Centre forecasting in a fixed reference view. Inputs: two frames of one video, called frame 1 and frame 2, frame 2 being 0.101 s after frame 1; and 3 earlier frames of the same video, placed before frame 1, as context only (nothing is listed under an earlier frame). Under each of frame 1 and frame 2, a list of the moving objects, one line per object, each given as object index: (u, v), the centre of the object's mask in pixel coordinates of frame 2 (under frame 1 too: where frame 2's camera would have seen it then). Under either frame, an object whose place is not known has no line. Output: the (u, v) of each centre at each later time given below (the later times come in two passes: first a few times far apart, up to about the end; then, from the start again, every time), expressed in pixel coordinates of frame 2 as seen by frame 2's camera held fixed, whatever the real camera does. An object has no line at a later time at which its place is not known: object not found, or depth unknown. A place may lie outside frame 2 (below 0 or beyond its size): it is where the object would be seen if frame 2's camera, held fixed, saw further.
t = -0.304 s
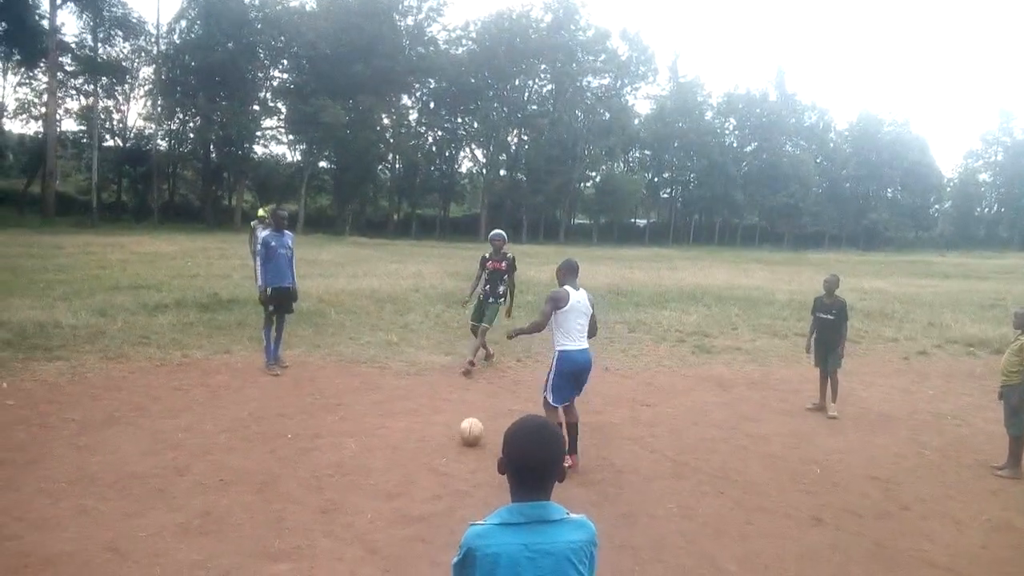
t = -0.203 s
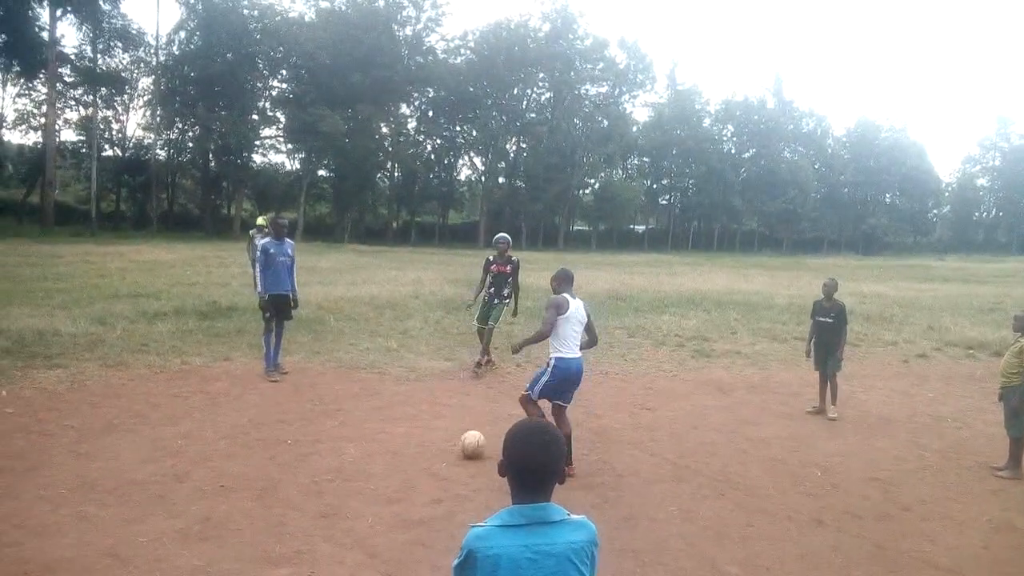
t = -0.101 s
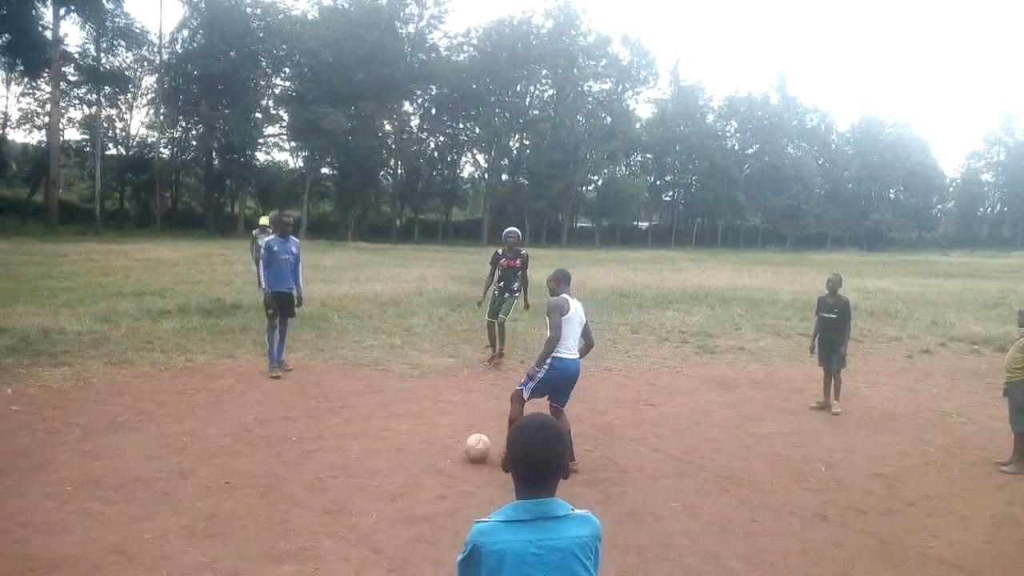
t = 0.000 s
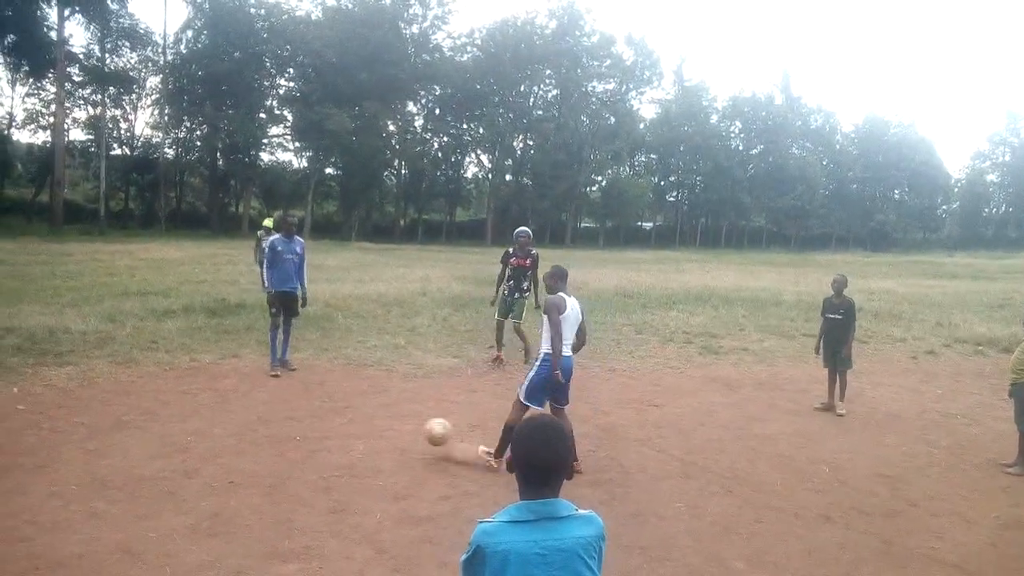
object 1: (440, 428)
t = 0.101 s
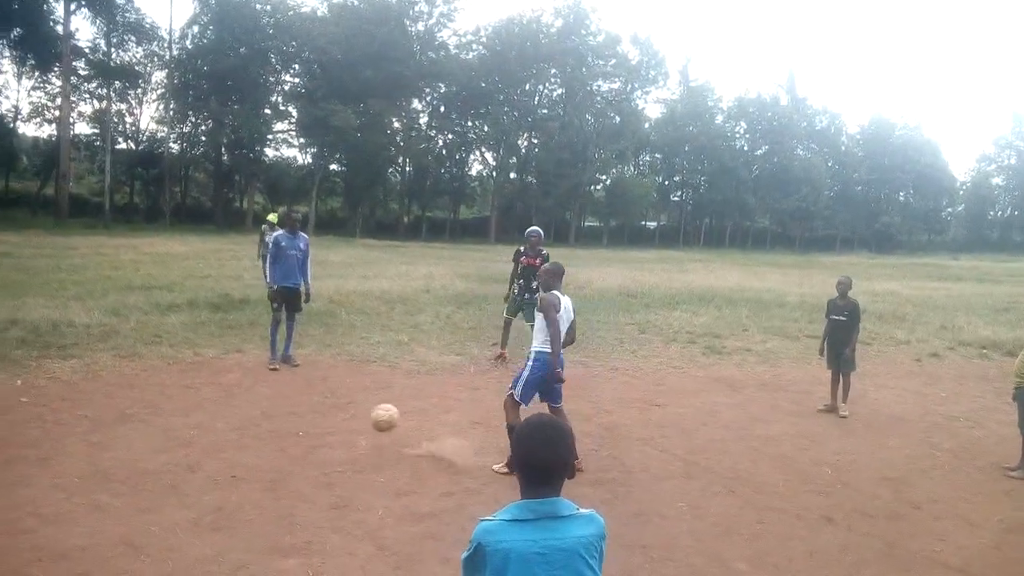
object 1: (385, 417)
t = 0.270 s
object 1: (290, 425)
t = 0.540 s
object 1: (160, 430)
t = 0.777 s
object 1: (56, 456)
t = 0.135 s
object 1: (366, 416)
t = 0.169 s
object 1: (347, 416)
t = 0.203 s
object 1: (328, 418)
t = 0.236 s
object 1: (309, 421)
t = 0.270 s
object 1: (290, 425)
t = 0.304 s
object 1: (270, 431)
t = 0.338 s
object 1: (250, 438)
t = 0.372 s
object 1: (230, 445)
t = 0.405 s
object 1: (218, 441)
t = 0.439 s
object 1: (203, 435)
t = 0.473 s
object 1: (189, 432)
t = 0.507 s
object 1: (175, 430)
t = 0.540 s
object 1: (160, 430)
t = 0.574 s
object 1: (145, 432)
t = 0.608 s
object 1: (130, 434)
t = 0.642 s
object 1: (115, 438)
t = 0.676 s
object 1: (98, 444)
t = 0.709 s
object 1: (83, 451)
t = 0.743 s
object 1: (68, 459)
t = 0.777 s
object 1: (56, 456)
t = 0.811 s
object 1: (43, 450)
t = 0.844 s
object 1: (31, 448)
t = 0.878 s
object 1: (23, 447)
